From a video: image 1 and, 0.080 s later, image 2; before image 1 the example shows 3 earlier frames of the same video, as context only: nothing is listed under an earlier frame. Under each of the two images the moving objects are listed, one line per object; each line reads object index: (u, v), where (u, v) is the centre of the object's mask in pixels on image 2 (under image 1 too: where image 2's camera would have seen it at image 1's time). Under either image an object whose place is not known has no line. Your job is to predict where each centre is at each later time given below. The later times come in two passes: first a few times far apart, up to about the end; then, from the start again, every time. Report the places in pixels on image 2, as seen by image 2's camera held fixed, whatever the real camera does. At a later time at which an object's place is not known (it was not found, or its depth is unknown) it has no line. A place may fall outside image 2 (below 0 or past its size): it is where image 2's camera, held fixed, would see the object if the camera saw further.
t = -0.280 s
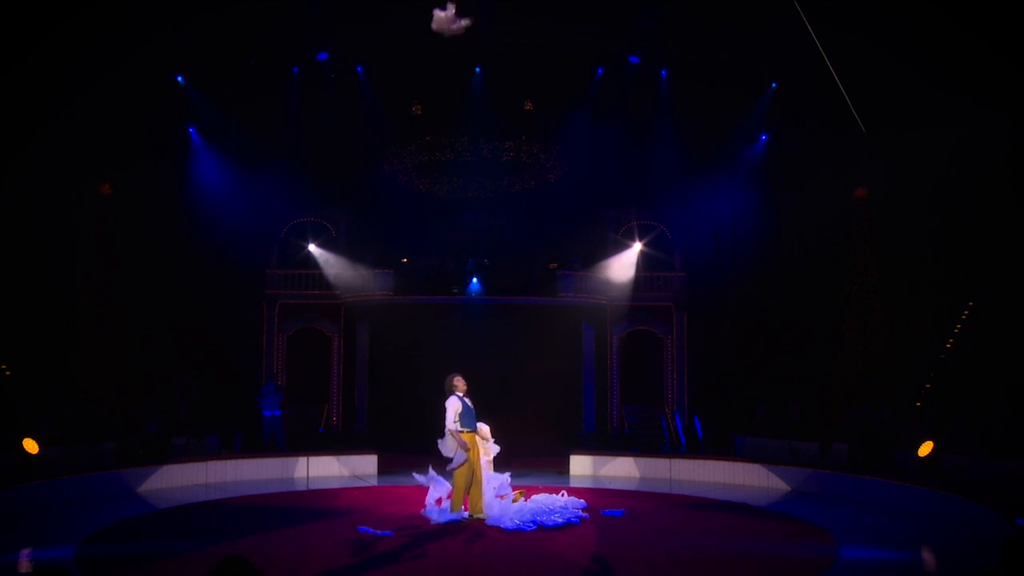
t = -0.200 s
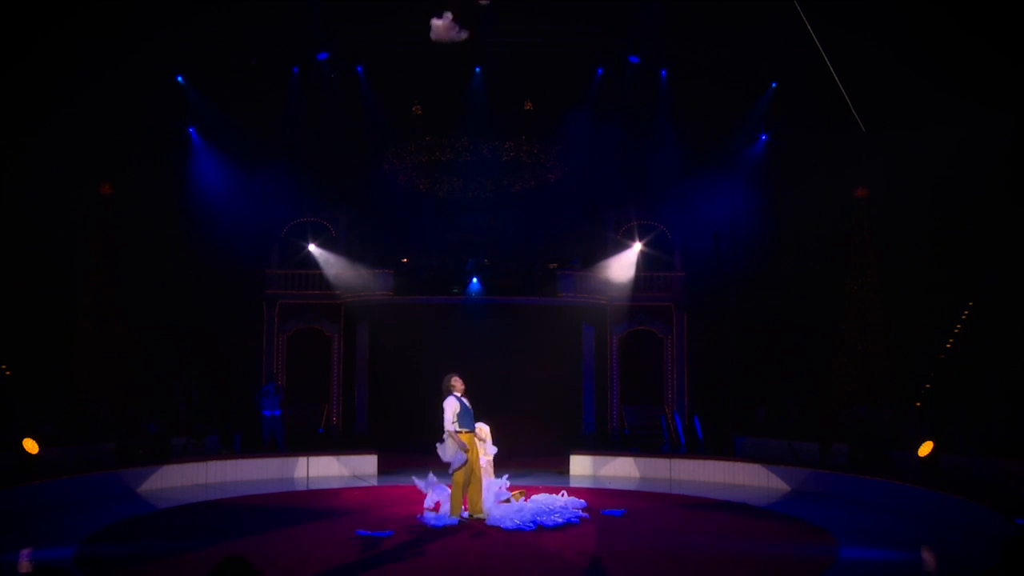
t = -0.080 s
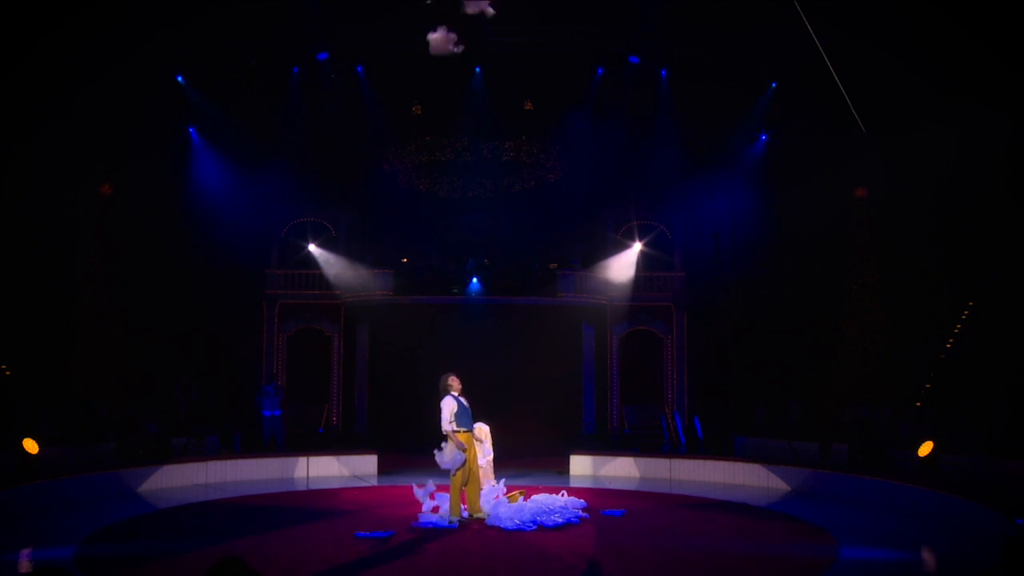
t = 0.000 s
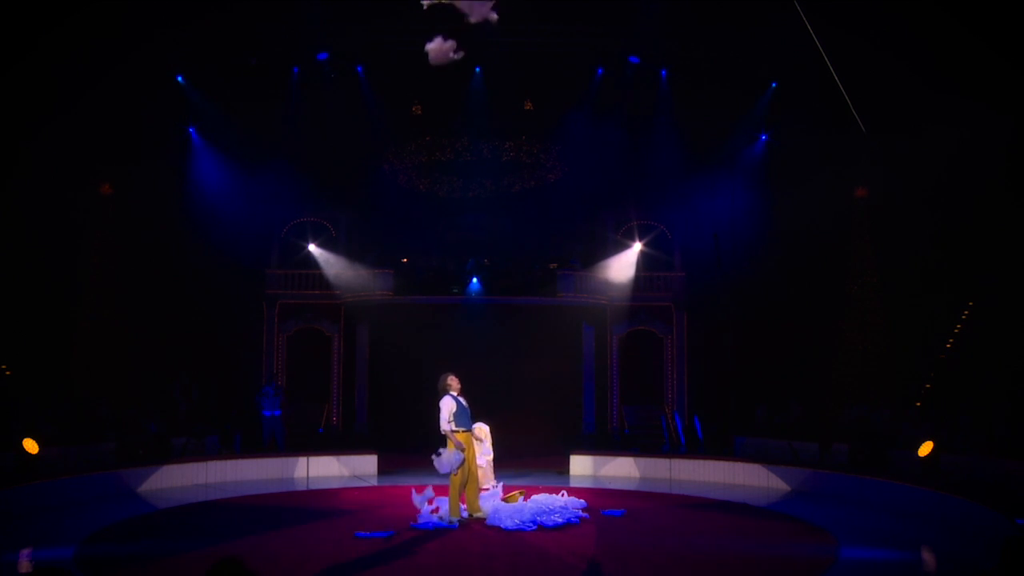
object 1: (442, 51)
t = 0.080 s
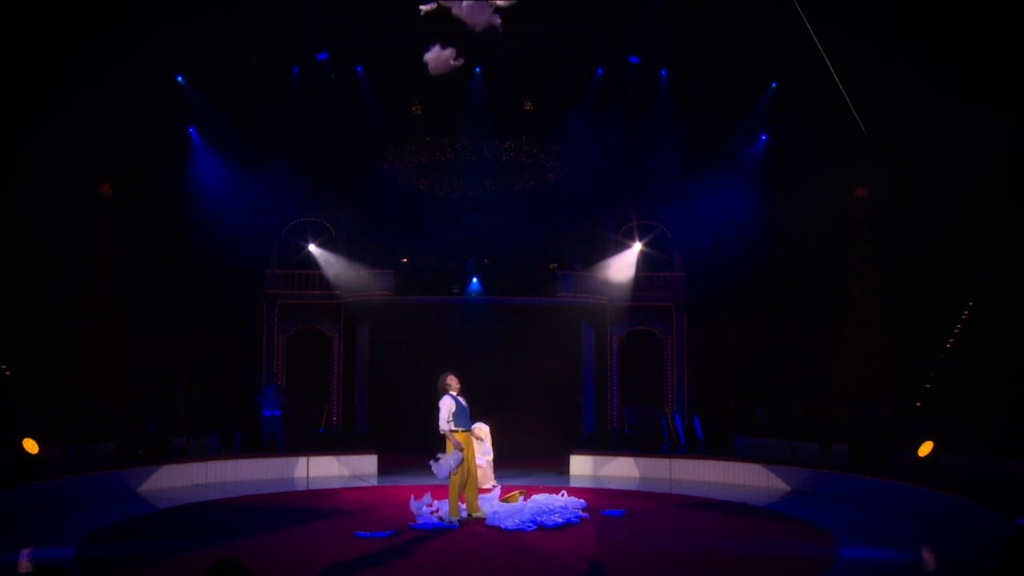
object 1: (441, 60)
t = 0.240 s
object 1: (440, 78)
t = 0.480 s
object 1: (438, 109)
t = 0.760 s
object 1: (438, 149)
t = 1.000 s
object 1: (437, 182)
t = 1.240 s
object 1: (439, 213)
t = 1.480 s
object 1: (441, 240)
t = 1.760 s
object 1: (443, 269)
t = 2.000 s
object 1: (442, 295)
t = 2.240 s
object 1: (440, 321)
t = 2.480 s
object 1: (447, 354)
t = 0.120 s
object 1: (441, 65)
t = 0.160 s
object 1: (441, 69)
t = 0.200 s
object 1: (440, 74)
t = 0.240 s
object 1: (440, 78)
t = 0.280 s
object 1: (440, 82)
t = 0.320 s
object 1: (440, 87)
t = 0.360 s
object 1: (440, 90)
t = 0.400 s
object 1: (438, 98)
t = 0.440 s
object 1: (440, 99)
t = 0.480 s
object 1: (438, 109)
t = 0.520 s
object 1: (438, 114)
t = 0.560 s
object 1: (438, 119)
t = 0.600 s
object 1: (438, 125)
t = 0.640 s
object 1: (438, 131)
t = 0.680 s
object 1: (438, 137)
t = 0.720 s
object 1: (438, 143)
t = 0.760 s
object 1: (438, 149)
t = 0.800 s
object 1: (437, 154)
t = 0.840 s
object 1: (437, 160)
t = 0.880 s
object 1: (437, 165)
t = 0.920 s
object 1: (437, 171)
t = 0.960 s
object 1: (437, 177)
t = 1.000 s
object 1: (437, 182)
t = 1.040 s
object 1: (437, 187)
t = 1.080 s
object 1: (438, 193)
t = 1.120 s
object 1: (438, 198)
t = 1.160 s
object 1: (438, 203)
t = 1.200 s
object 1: (438, 209)
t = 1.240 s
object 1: (439, 213)
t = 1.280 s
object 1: (439, 218)
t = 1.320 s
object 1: (439, 222)
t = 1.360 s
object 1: (440, 227)
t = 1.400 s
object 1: (440, 231)
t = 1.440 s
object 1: (441, 235)
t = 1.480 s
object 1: (441, 240)
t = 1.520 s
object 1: (441, 244)
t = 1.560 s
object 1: (442, 248)
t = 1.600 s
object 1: (442, 252)
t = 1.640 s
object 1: (442, 256)
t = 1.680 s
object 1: (443, 260)
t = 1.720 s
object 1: (443, 264)
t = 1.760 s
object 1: (443, 269)
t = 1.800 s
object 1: (443, 273)
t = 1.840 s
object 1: (443, 278)
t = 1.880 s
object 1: (442, 282)
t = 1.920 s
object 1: (442, 287)
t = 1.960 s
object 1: (442, 291)
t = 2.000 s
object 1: (442, 295)
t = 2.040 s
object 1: (442, 299)
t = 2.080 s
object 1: (440, 303)
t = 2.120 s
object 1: (440, 308)
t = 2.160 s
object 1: (440, 312)
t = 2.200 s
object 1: (440, 316)
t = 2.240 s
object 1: (440, 321)
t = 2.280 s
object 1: (440, 325)
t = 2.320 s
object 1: (441, 329)
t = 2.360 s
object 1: (441, 334)
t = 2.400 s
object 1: (442, 338)
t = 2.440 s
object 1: (442, 342)
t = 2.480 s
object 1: (447, 354)
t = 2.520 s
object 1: (448, 359)
